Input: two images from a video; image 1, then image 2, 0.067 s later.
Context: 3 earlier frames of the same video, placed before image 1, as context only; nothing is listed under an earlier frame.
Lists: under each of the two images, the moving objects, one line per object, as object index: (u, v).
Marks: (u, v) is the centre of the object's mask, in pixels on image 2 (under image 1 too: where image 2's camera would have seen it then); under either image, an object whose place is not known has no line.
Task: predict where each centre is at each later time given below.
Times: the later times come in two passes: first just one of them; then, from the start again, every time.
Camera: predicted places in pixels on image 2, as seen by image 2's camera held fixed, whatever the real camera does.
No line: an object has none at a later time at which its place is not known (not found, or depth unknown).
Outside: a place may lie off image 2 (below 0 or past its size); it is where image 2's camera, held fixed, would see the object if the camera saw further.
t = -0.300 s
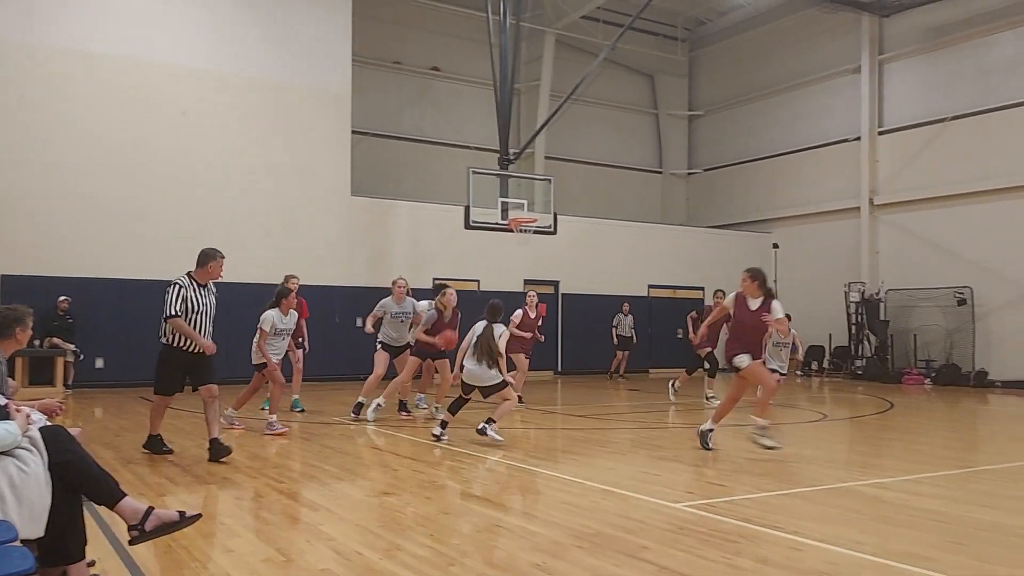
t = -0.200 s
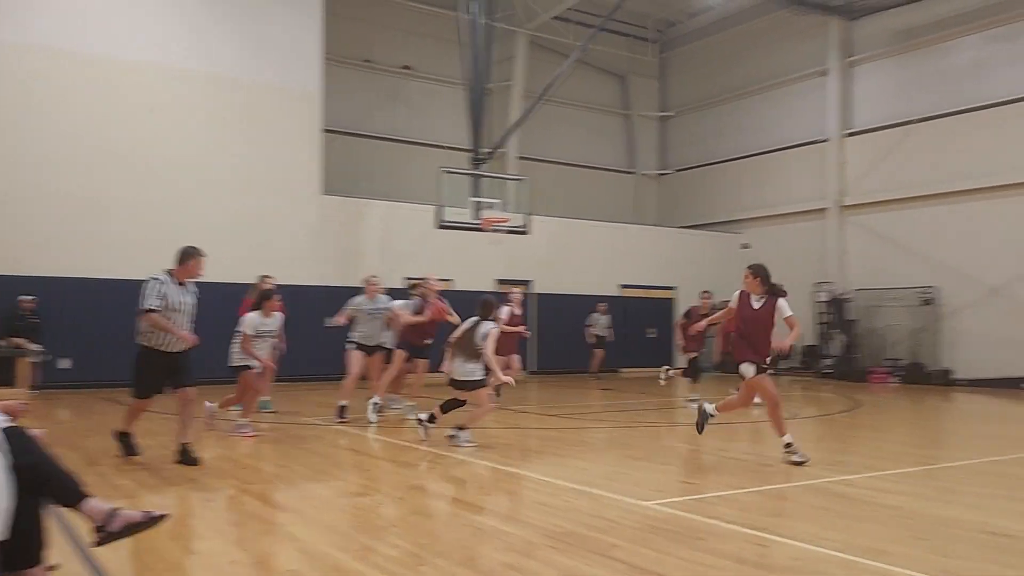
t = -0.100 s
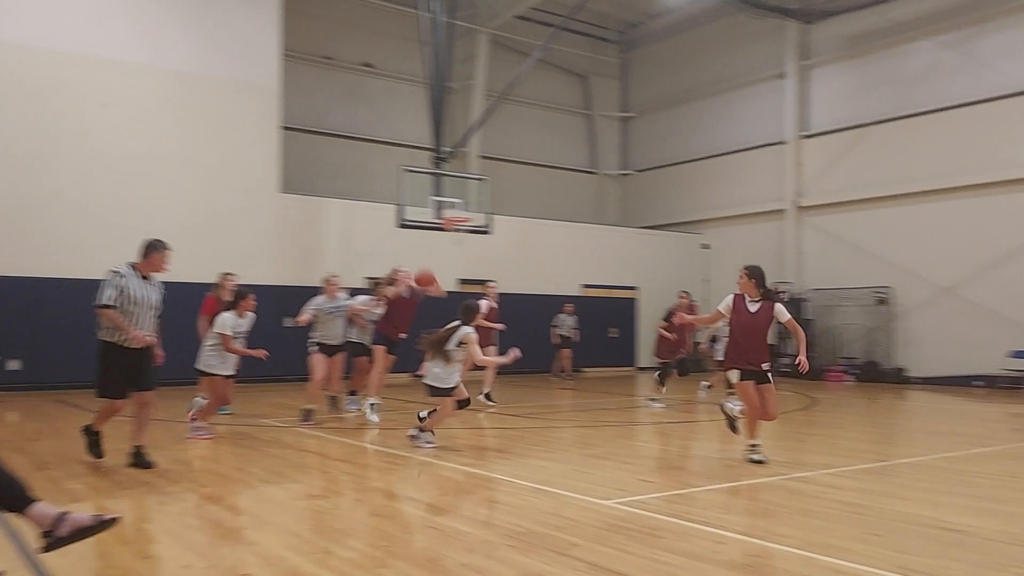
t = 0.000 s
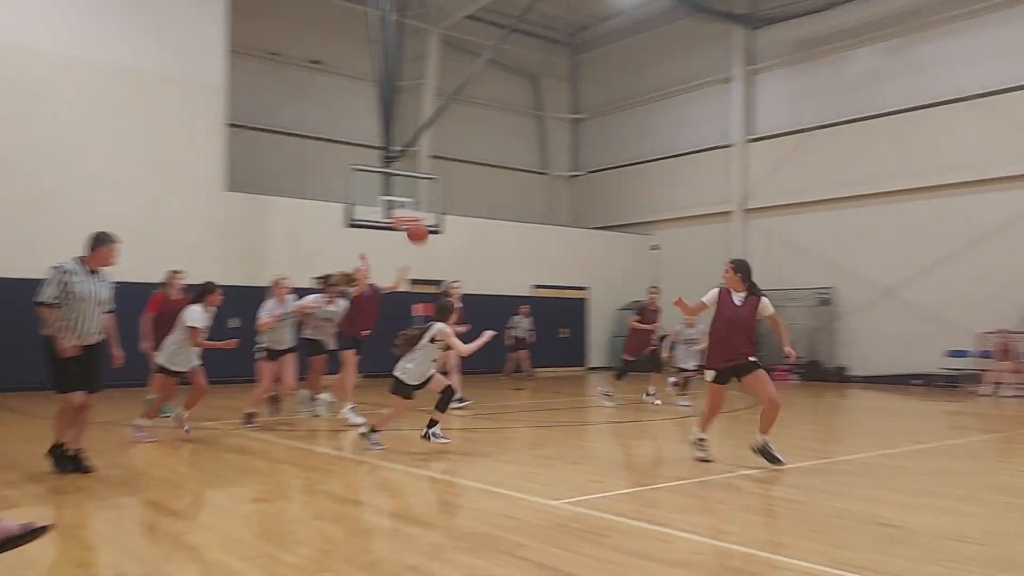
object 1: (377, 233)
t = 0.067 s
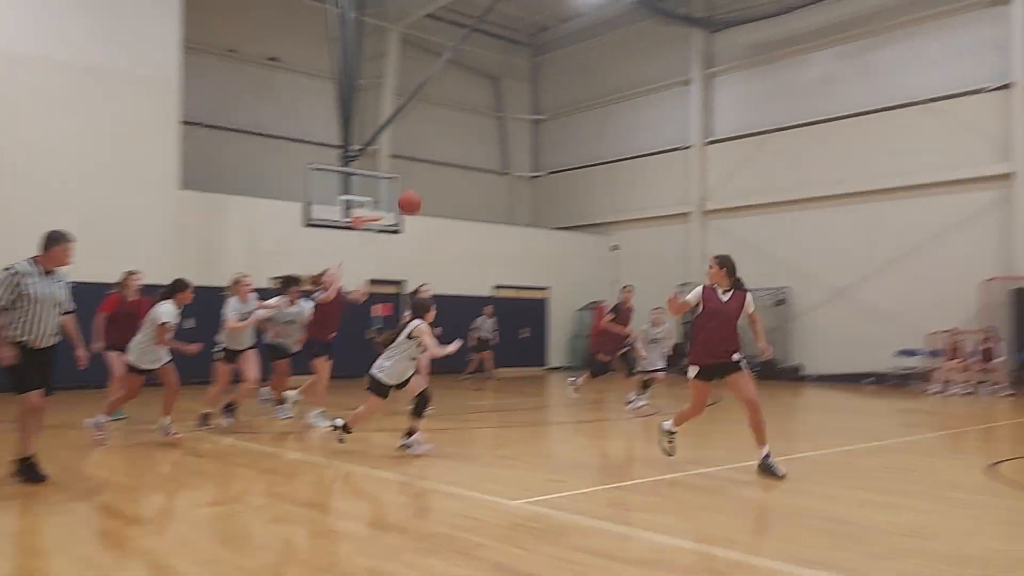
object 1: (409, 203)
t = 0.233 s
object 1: (502, 137)
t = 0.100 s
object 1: (426, 189)
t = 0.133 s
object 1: (444, 175)
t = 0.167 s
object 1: (463, 162)
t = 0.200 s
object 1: (482, 149)
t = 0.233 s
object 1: (502, 137)
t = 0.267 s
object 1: (523, 125)
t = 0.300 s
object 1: (545, 114)
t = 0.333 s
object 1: (568, 104)
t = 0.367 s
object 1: (592, 94)
